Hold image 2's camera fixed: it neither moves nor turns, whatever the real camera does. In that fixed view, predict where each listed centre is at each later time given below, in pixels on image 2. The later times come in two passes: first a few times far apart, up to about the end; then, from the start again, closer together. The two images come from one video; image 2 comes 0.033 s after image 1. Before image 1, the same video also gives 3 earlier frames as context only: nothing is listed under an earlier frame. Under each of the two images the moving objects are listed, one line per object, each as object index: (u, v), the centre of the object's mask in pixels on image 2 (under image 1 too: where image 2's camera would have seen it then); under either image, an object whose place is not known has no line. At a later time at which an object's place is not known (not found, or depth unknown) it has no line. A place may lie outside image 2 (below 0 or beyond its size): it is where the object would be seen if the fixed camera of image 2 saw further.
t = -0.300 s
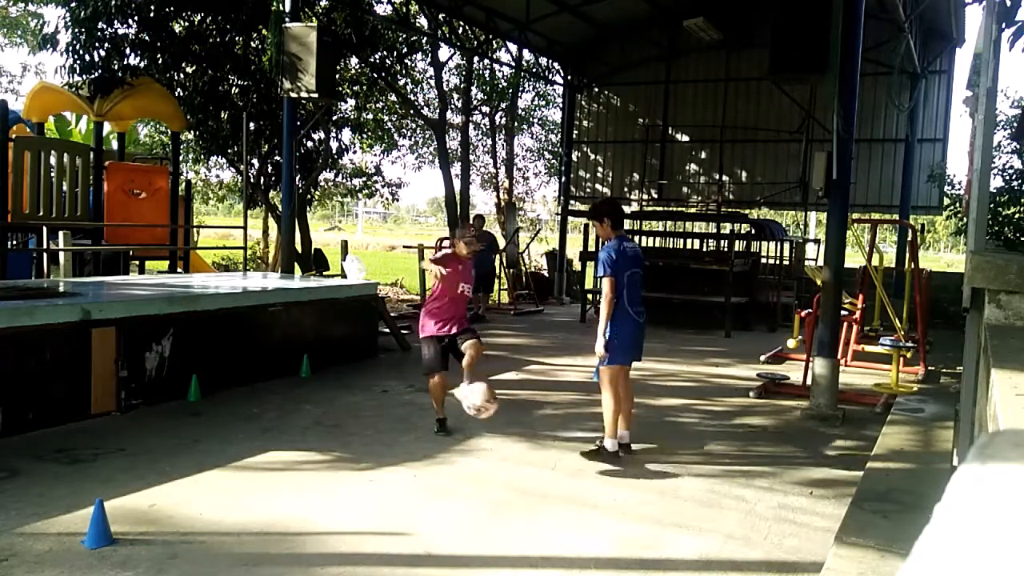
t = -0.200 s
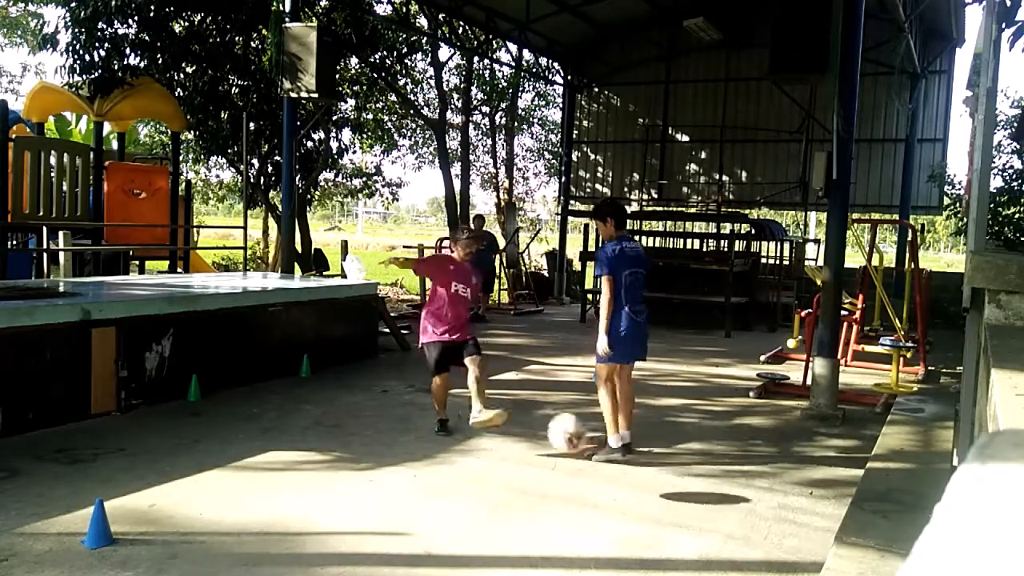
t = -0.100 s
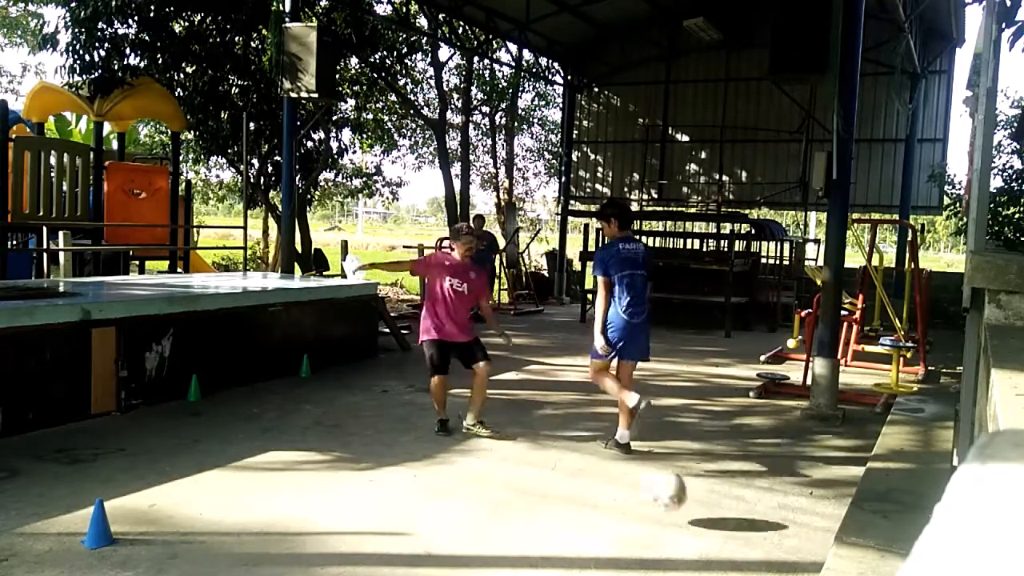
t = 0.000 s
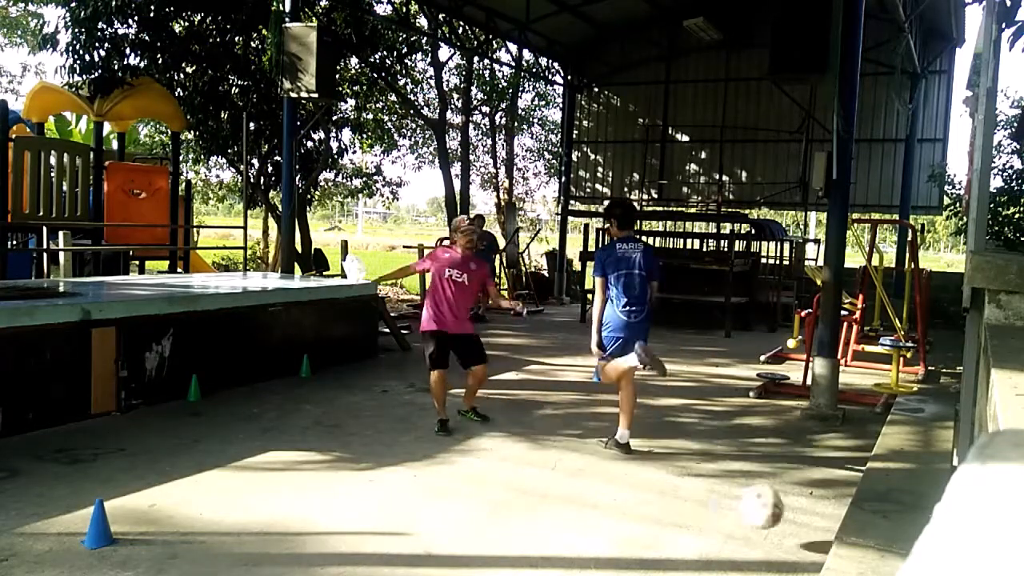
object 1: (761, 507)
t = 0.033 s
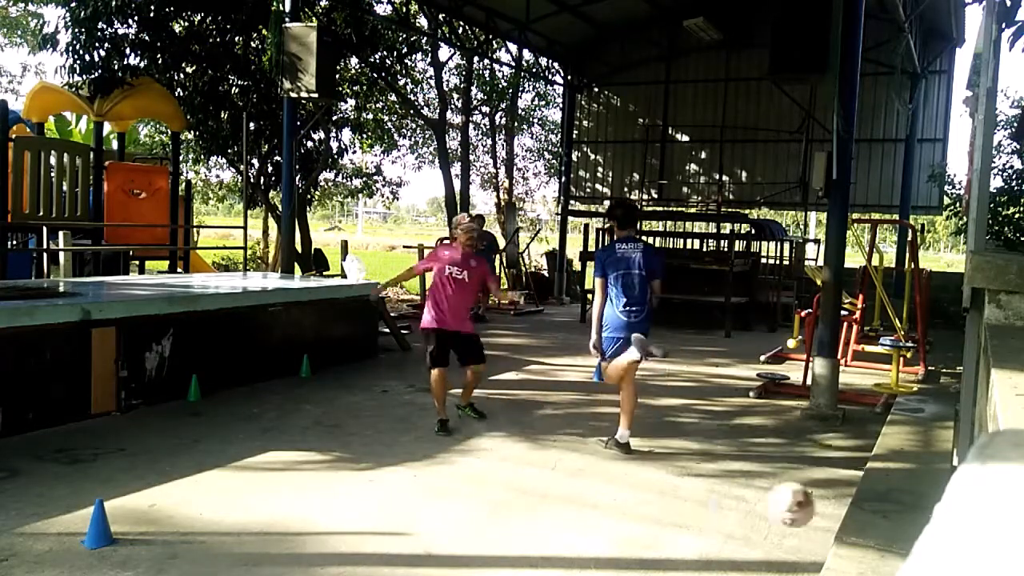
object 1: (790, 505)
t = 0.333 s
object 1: (852, 486)
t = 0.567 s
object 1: (790, 503)
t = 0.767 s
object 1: (772, 500)
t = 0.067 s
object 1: (823, 503)
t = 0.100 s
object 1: (843, 498)
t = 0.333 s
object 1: (852, 486)
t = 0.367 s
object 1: (842, 496)
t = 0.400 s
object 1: (828, 508)
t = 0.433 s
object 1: (816, 518)
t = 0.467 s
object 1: (799, 528)
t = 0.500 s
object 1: (795, 520)
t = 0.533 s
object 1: (792, 511)
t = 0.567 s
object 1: (790, 503)
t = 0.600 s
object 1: (788, 498)
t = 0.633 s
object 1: (784, 494)
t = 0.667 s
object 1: (780, 494)
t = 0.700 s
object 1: (777, 494)
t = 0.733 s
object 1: (774, 496)
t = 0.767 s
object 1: (772, 500)
